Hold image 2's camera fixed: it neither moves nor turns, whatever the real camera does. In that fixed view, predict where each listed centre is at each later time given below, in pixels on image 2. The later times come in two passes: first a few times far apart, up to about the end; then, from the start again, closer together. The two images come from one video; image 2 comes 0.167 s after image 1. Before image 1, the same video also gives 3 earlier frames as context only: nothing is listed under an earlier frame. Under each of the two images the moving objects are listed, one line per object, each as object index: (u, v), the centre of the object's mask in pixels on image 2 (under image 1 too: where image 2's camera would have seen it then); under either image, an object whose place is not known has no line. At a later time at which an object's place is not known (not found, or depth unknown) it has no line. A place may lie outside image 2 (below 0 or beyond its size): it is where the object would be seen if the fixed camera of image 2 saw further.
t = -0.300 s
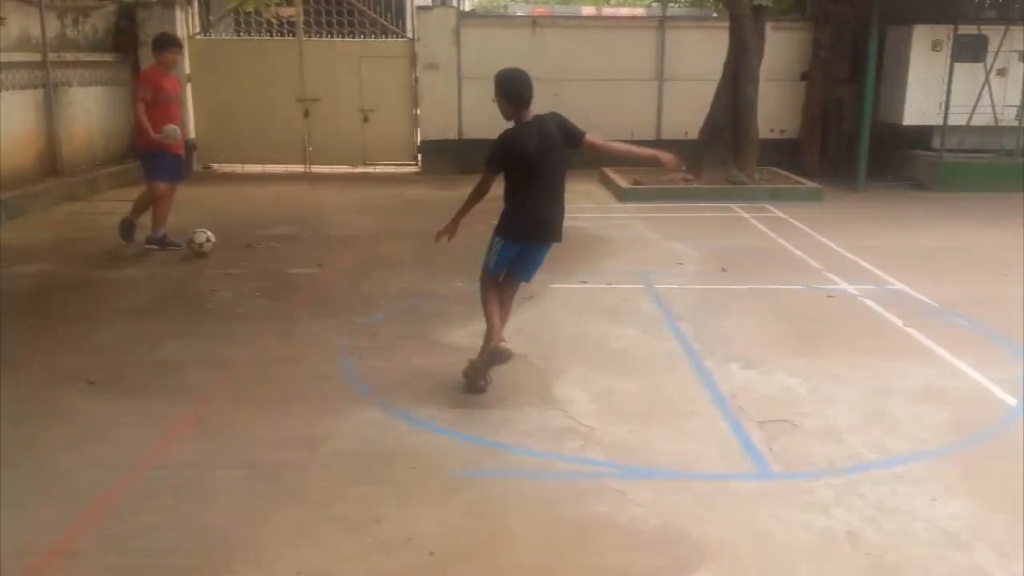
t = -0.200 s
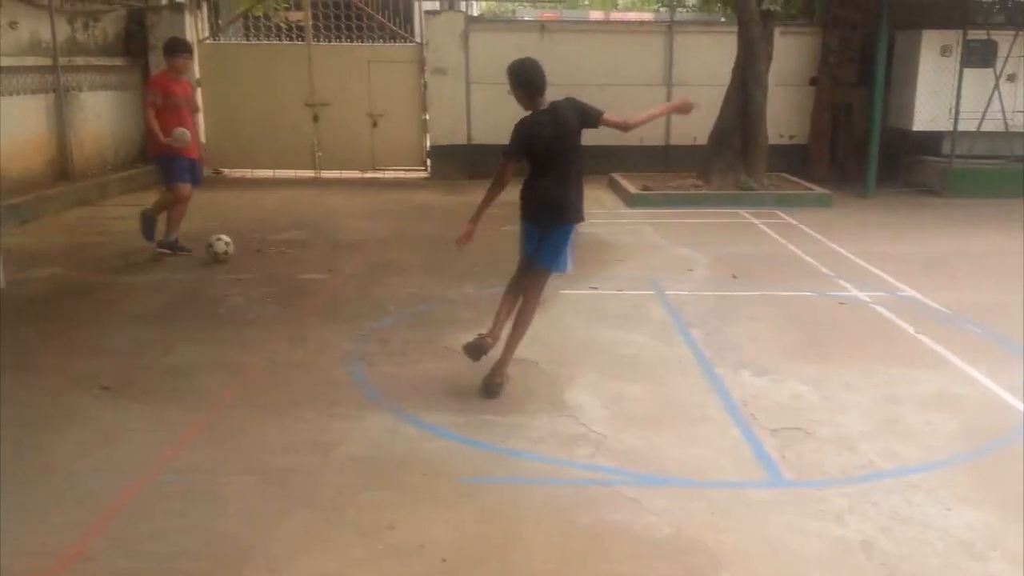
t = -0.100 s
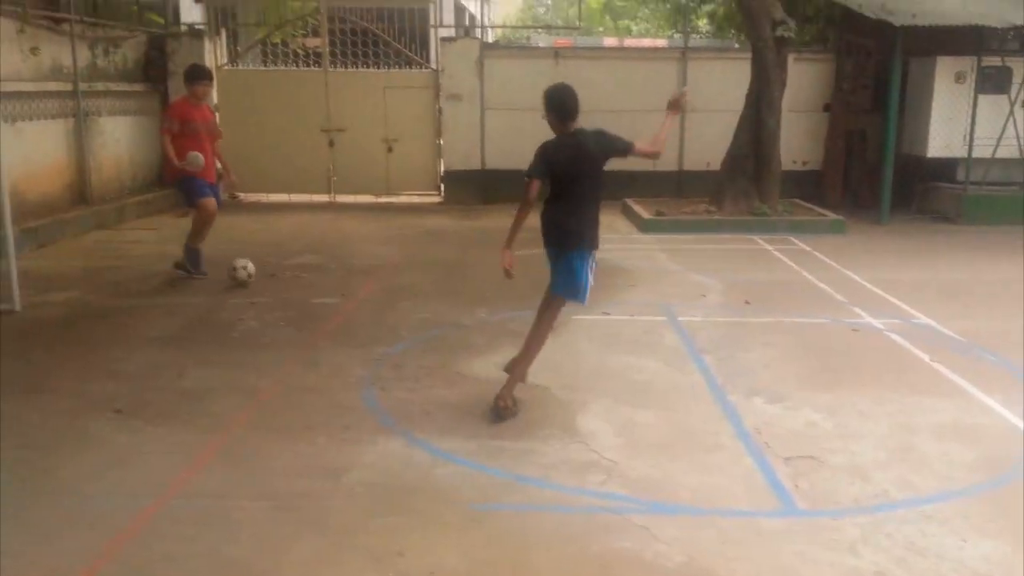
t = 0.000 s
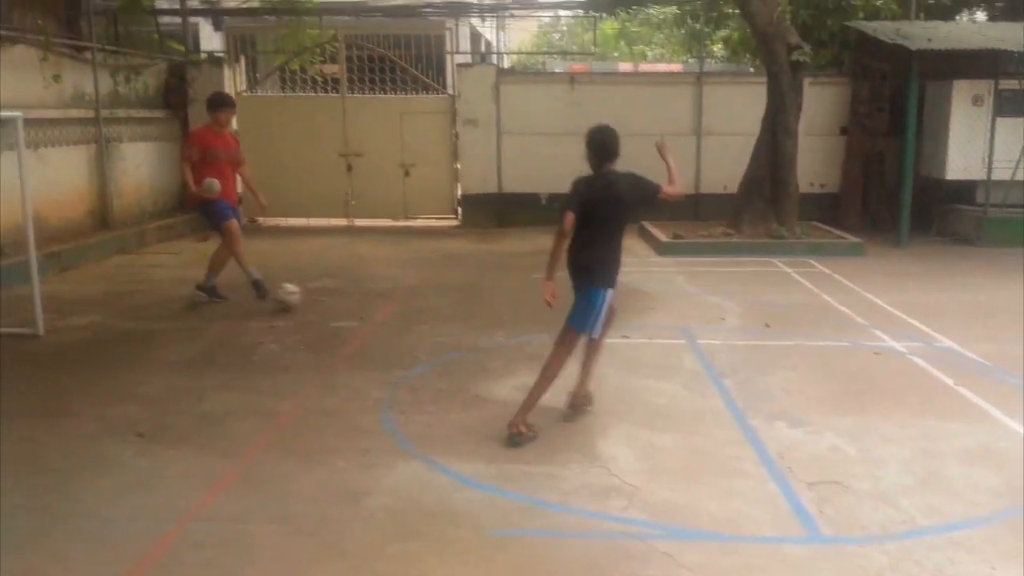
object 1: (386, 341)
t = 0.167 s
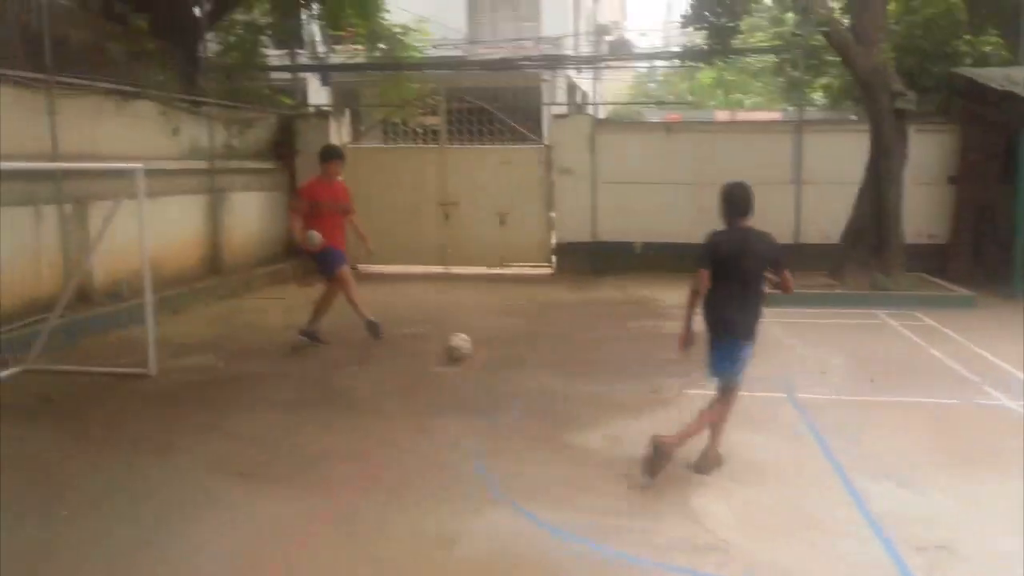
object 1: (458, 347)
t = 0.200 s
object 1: (470, 347)
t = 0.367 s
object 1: (521, 351)
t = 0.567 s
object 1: (584, 356)
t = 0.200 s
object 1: (470, 347)
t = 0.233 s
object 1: (481, 348)
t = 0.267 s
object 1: (490, 348)
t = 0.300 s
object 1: (500, 349)
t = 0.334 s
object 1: (510, 350)
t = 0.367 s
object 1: (521, 351)
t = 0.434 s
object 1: (543, 352)
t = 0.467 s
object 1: (553, 353)
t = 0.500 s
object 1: (563, 353)
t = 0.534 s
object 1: (573, 354)
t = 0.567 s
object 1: (584, 356)
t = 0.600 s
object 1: (593, 356)
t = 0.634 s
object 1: (606, 357)
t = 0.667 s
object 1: (618, 357)
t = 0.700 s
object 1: (627, 357)
